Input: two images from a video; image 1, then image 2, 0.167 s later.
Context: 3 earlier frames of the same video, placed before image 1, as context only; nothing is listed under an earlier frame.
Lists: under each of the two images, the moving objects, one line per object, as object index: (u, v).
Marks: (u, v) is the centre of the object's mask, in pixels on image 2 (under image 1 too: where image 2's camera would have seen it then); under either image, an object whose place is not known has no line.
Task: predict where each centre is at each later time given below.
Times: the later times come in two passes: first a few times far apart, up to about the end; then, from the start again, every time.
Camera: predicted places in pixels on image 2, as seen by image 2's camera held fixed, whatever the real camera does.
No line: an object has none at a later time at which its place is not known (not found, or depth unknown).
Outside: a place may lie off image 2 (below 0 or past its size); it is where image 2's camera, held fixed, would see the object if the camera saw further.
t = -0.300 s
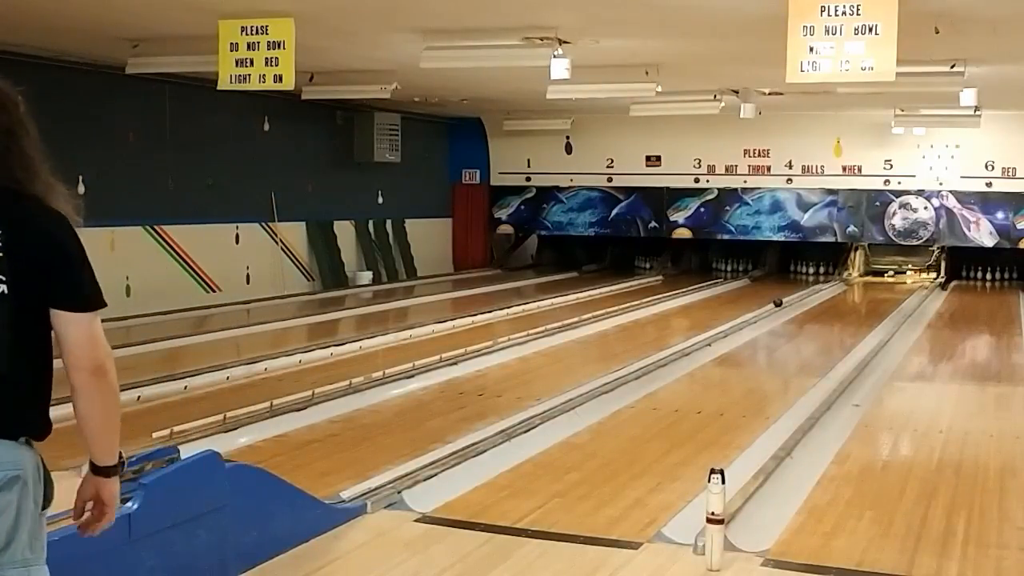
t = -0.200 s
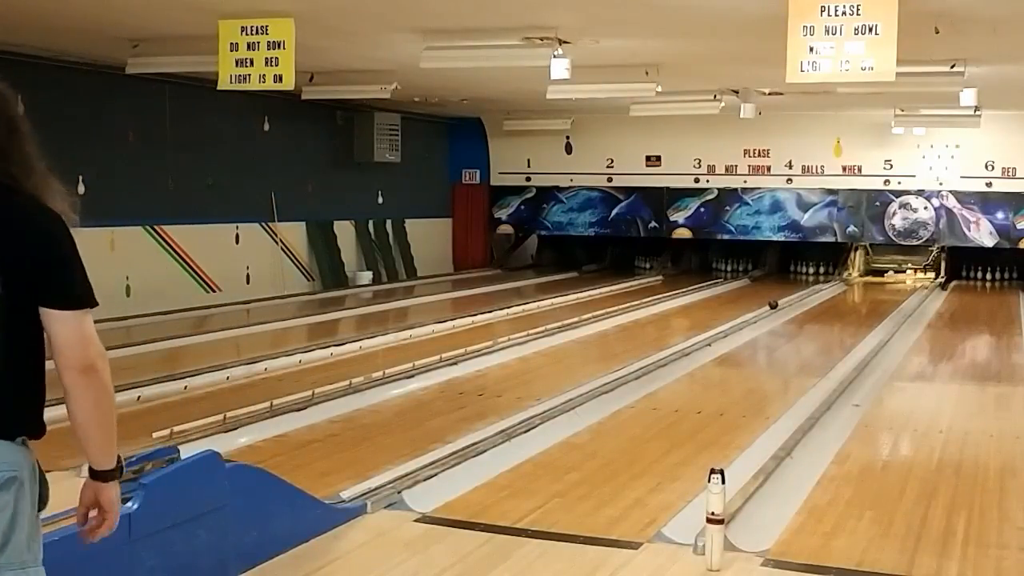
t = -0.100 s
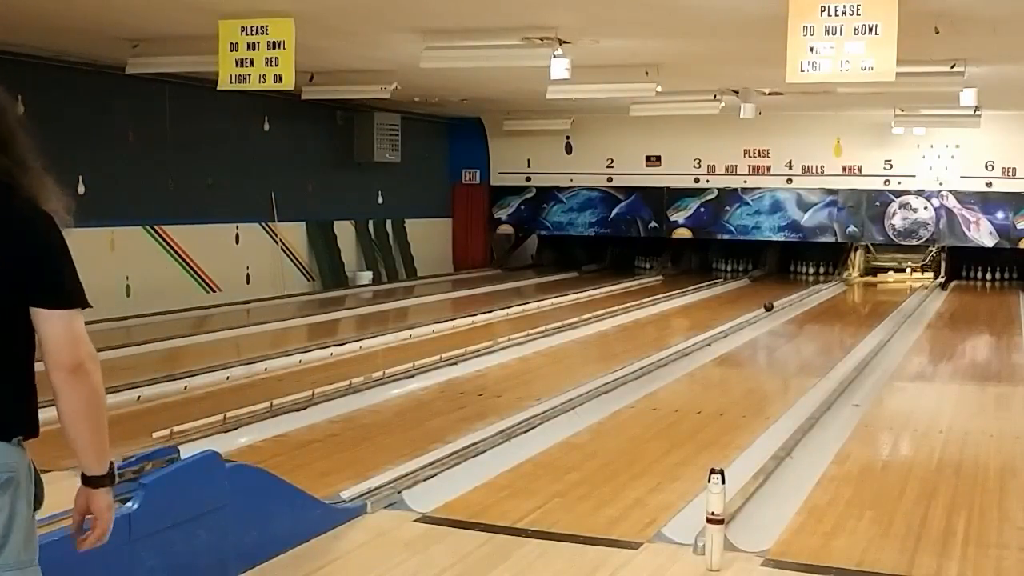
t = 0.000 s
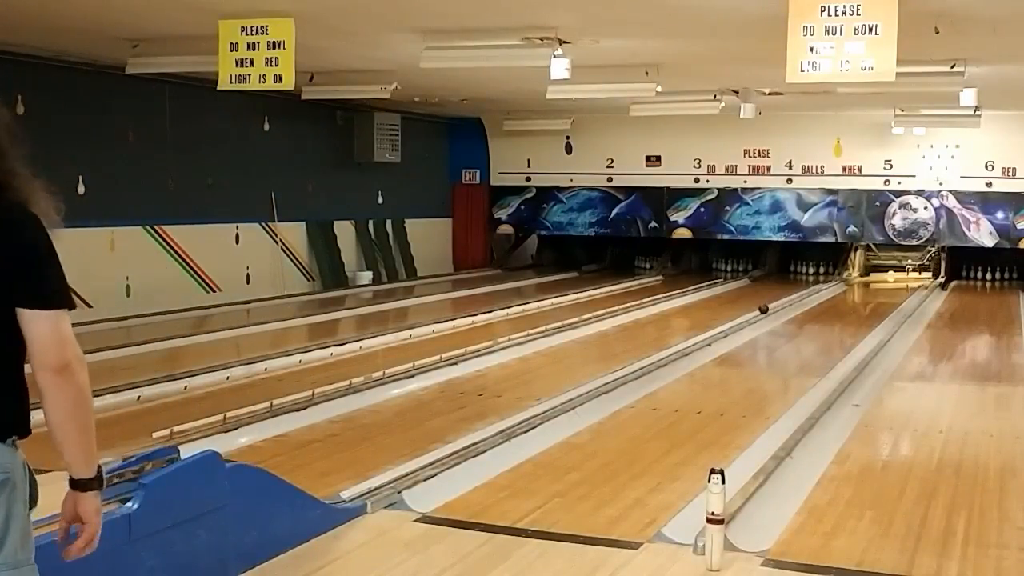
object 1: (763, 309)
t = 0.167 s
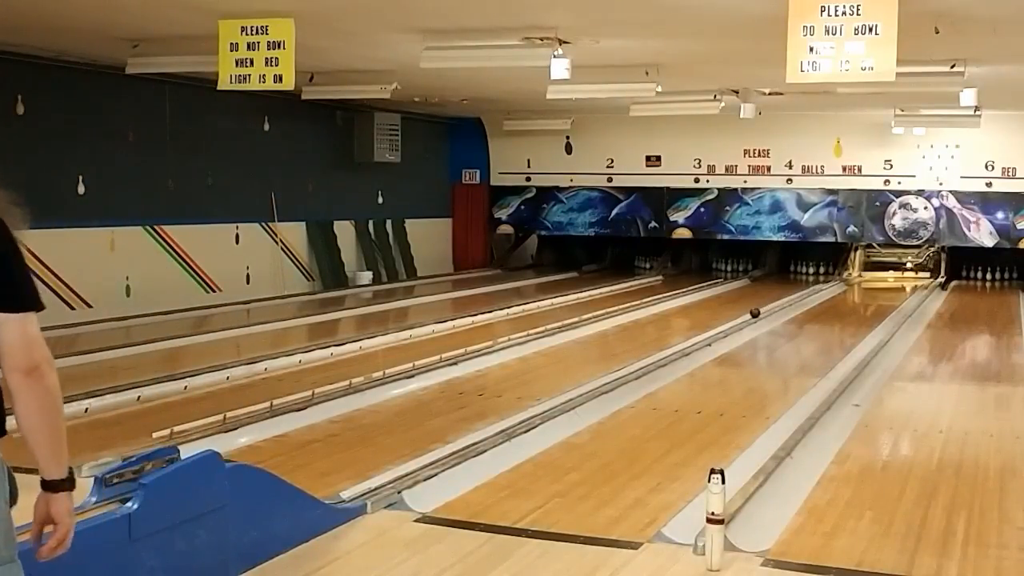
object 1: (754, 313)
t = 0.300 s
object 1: (747, 316)
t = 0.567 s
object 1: (731, 323)
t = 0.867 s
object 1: (711, 331)
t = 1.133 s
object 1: (691, 340)
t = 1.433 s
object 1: (665, 352)
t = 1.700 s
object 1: (639, 363)
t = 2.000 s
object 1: (603, 378)
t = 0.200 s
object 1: (753, 313)
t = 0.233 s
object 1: (751, 314)
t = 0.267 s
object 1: (749, 315)
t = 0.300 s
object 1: (747, 316)
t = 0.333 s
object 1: (745, 317)
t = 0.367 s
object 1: (743, 317)
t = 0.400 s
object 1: (741, 318)
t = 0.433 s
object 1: (740, 319)
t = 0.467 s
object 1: (738, 320)
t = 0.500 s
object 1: (736, 321)
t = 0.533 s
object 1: (733, 322)
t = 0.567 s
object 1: (731, 323)
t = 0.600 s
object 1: (729, 324)
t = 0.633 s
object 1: (727, 325)
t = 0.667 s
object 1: (725, 326)
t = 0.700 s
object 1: (723, 326)
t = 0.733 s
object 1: (721, 327)
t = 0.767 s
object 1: (718, 328)
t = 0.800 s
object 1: (716, 329)
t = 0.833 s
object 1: (713, 330)
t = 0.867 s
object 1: (711, 331)
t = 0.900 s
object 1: (709, 332)
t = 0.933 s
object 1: (706, 334)
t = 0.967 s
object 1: (704, 335)
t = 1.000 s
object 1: (701, 336)
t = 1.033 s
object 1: (699, 337)
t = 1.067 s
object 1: (697, 338)
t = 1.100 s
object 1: (694, 339)
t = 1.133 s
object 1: (691, 340)
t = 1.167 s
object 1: (689, 341)
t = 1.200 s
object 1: (686, 343)
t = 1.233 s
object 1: (683, 344)
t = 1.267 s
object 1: (680, 345)
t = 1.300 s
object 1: (676, 346)
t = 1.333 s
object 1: (674, 347)
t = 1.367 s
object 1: (671, 349)
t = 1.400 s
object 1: (668, 350)
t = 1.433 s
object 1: (665, 352)
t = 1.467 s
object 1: (662, 353)
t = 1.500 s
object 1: (659, 354)
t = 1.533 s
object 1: (656, 356)
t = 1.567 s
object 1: (652, 357)
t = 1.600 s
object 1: (649, 359)
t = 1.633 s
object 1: (646, 360)
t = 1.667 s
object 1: (643, 362)
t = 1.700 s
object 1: (639, 363)
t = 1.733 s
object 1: (635, 365)
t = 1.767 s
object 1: (631, 367)
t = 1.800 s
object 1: (628, 368)
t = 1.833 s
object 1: (624, 370)
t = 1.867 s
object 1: (620, 371)
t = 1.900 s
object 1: (616, 373)
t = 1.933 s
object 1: (612, 375)
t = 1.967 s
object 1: (607, 376)
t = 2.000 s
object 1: (603, 378)
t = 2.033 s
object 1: (599, 380)
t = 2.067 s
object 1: (595, 382)
